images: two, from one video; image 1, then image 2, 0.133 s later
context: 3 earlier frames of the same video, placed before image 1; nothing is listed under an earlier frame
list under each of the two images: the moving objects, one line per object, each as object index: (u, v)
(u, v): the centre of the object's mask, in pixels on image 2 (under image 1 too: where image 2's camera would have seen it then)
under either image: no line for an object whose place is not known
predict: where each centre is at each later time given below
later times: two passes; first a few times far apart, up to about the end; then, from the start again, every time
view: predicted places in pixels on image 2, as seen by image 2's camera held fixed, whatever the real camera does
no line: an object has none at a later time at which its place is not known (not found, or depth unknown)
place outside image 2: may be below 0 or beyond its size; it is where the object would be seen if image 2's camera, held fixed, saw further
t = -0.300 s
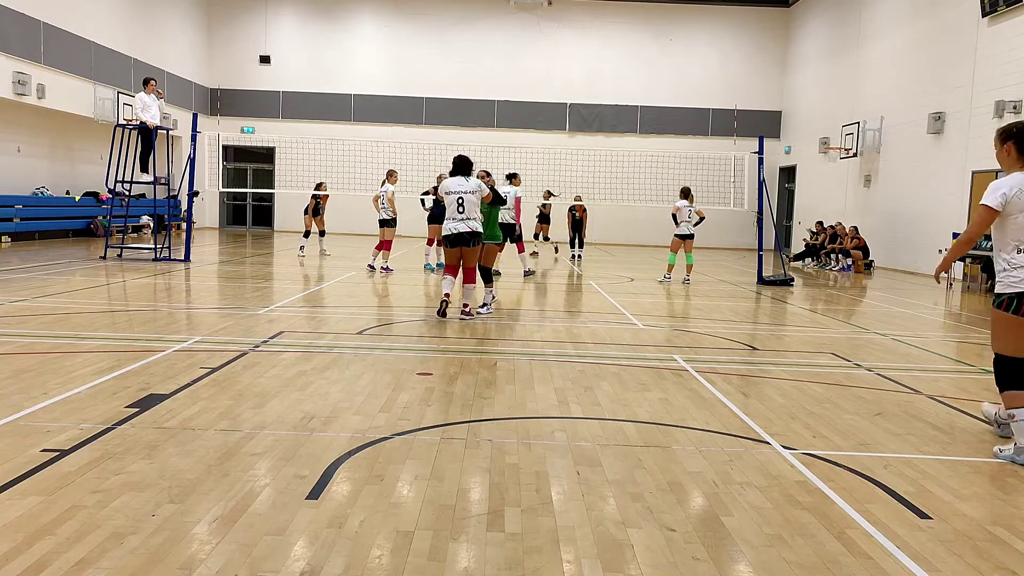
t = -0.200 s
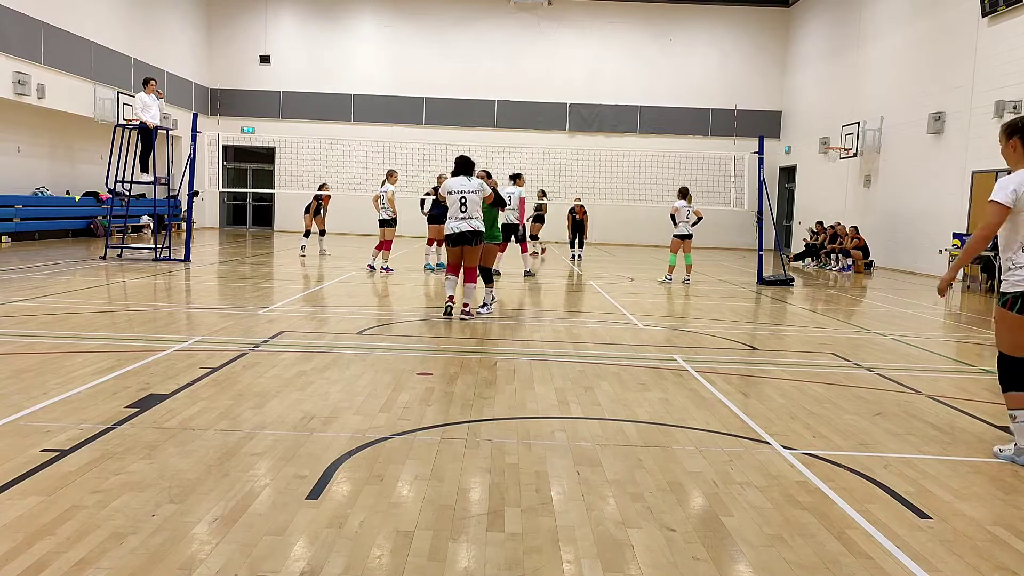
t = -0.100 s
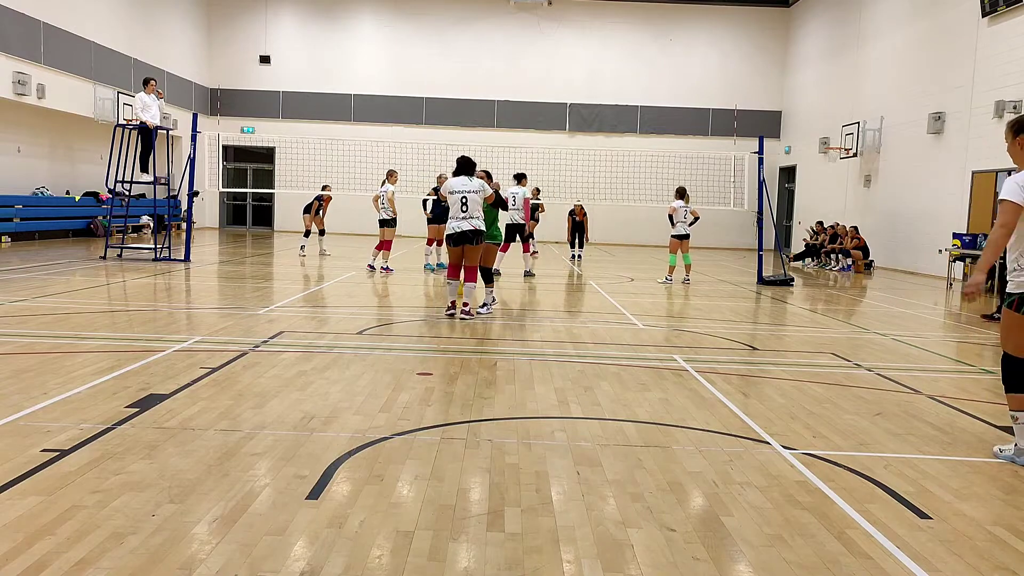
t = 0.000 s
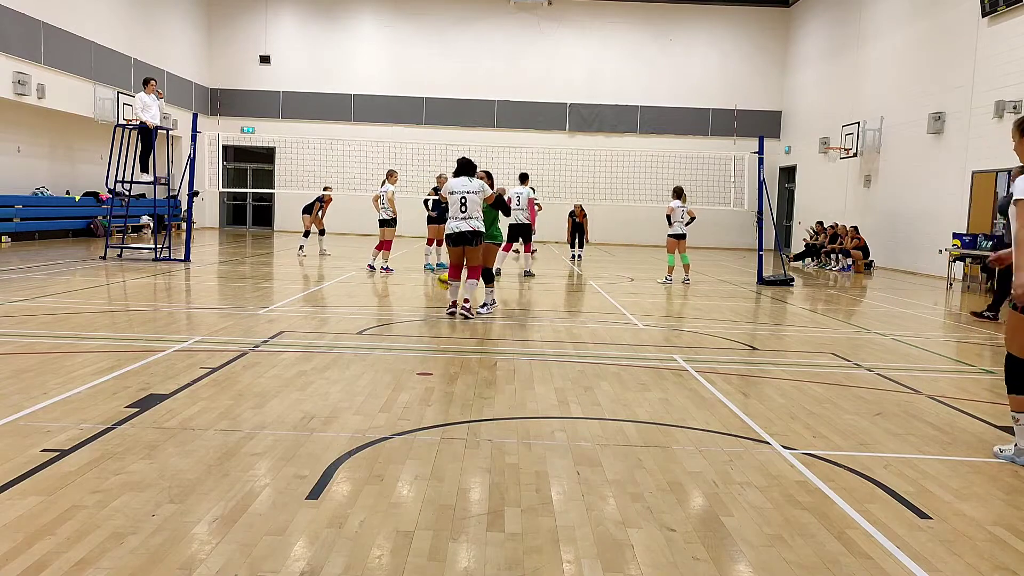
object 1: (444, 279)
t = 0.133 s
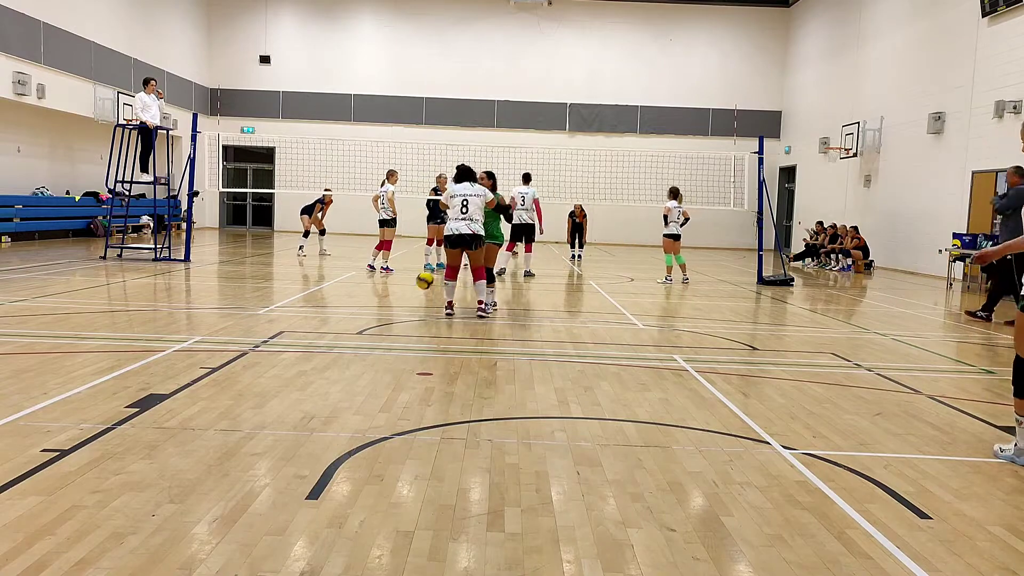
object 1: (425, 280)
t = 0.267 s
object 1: (401, 296)
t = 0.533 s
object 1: (349, 299)
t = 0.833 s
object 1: (274, 316)
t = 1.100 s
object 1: (190, 338)
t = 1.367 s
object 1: (82, 353)
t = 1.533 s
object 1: (7, 372)
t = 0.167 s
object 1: (419, 283)
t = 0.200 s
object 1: (414, 286)
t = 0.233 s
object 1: (407, 291)
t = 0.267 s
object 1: (401, 296)
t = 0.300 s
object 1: (396, 299)
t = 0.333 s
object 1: (389, 296)
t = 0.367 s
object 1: (383, 294)
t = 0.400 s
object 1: (376, 292)
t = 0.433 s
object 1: (370, 292)
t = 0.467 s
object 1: (363, 293)
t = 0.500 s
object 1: (356, 296)
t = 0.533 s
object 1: (349, 299)
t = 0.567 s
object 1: (341, 303)
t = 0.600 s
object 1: (334, 309)
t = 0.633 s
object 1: (325, 311)
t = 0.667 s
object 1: (317, 309)
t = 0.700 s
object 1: (310, 307)
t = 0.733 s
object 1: (302, 308)
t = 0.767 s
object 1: (292, 309)
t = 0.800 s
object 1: (283, 312)
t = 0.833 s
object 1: (274, 316)
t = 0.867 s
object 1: (265, 321)
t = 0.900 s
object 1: (255, 324)
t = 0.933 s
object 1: (245, 323)
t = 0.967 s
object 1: (234, 323)
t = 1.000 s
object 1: (224, 324)
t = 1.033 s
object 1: (214, 328)
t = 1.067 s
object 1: (201, 331)
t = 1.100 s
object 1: (190, 338)
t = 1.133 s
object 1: (178, 336)
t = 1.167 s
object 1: (166, 336)
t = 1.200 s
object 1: (154, 337)
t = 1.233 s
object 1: (139, 339)
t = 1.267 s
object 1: (126, 344)
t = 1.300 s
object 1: (111, 350)
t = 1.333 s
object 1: (96, 353)
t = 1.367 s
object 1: (82, 353)
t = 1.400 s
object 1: (65, 354)
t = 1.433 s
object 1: (49, 357)
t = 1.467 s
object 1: (31, 362)
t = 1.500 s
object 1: (16, 369)
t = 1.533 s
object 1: (7, 372)
